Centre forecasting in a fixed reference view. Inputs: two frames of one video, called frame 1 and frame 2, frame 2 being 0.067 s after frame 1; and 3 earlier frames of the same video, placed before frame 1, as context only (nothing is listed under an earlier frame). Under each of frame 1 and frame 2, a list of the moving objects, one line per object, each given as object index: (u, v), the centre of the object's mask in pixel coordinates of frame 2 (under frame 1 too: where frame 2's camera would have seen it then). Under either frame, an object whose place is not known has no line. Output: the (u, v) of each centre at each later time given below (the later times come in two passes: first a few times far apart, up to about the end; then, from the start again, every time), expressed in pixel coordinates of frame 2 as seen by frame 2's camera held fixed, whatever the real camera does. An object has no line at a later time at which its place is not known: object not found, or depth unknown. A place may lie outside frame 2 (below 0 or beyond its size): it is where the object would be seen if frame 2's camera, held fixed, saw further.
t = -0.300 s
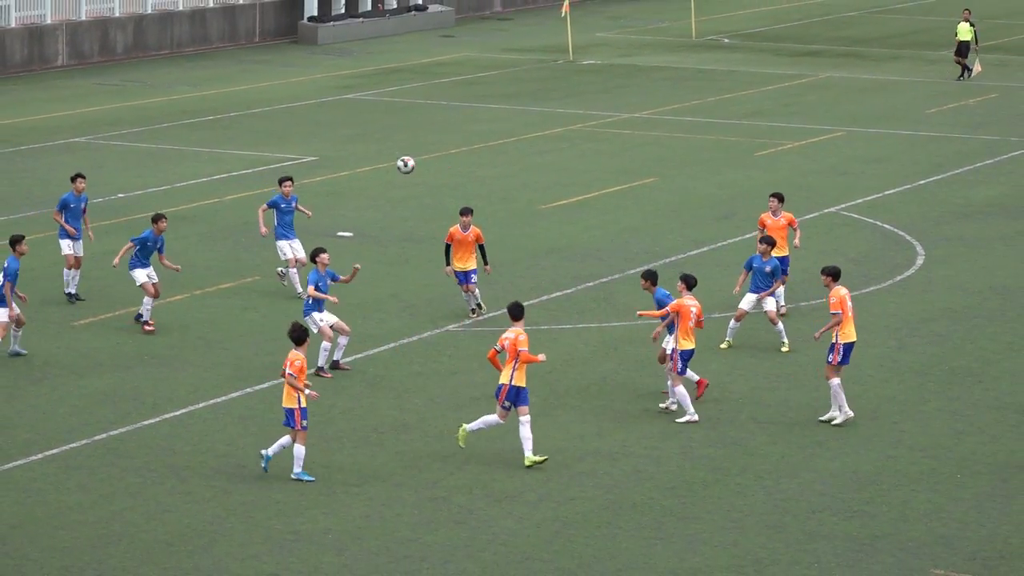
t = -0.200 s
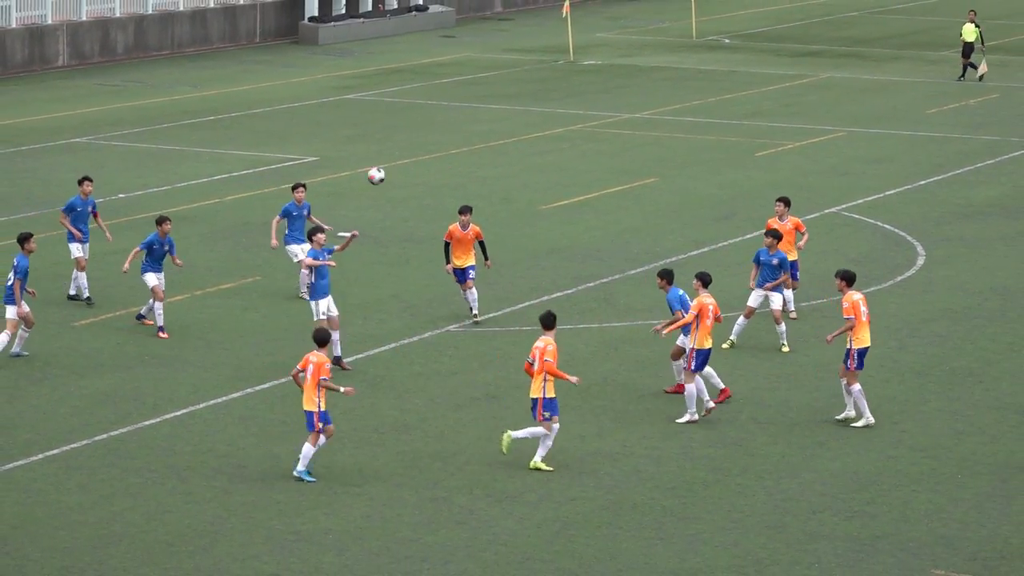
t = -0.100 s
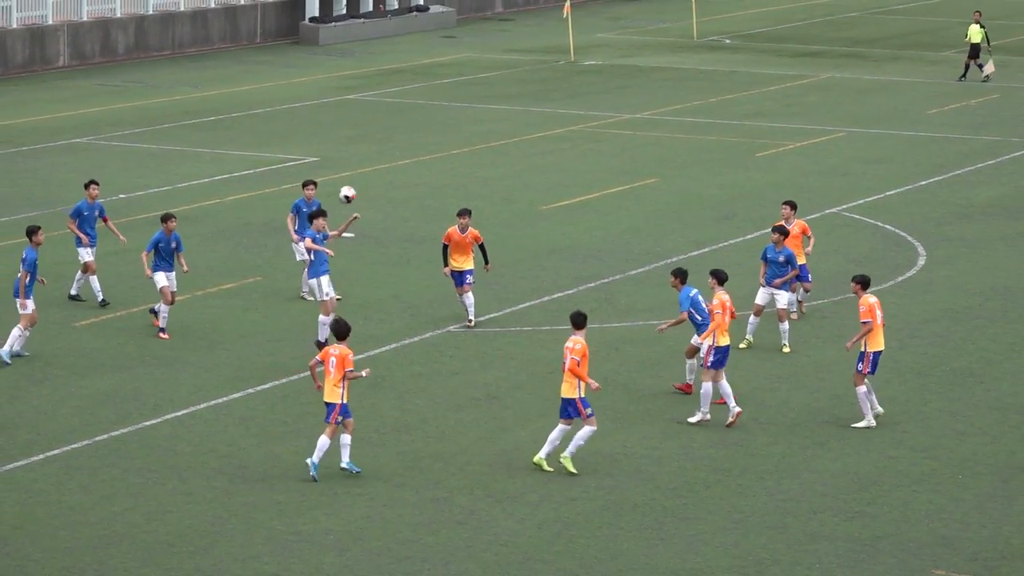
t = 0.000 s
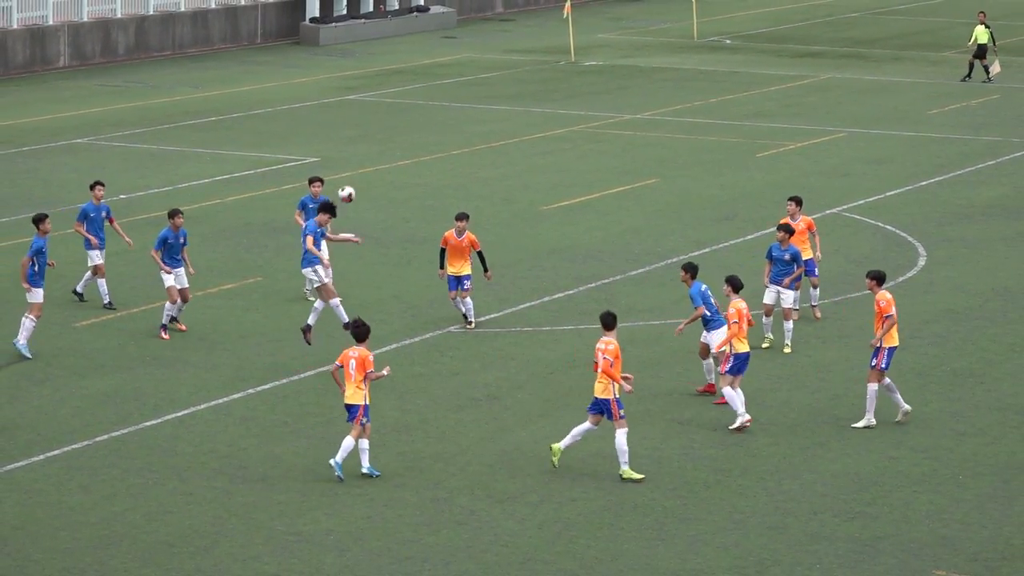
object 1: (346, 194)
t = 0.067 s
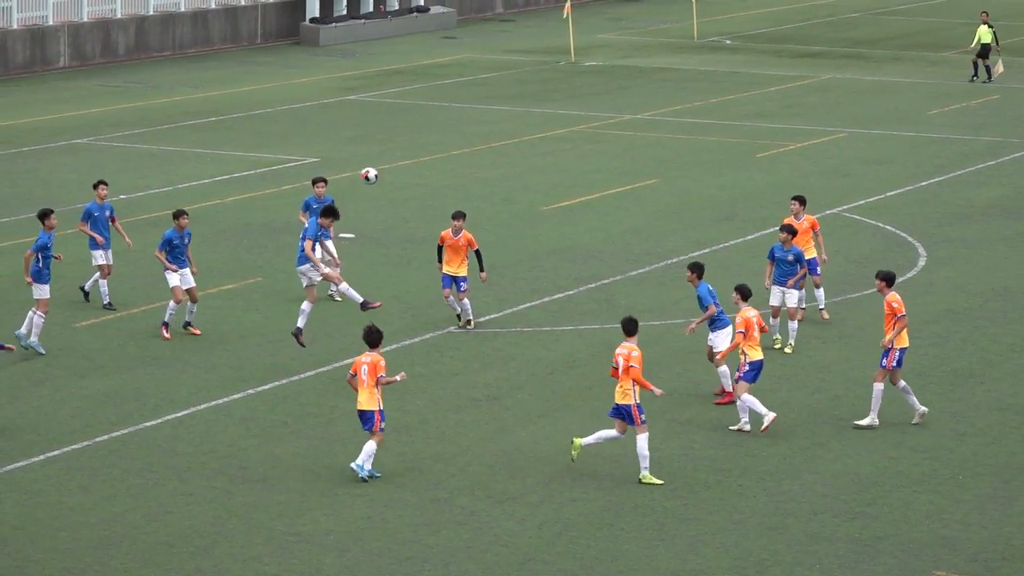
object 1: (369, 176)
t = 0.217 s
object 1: (419, 145)
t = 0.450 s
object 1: (500, 131)
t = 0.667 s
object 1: (573, 159)
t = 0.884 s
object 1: (644, 224)
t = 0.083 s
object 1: (375, 171)
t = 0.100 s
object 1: (380, 168)
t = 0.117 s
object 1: (386, 163)
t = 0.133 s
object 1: (391, 160)
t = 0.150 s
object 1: (398, 157)
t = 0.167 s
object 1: (403, 154)
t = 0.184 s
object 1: (408, 150)
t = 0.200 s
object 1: (414, 148)
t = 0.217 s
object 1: (419, 145)
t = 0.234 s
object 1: (425, 143)
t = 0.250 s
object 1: (431, 141)
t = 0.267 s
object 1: (437, 139)
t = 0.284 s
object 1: (442, 137)
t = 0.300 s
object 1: (448, 135)
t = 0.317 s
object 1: (454, 134)
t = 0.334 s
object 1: (460, 133)
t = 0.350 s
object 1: (465, 132)
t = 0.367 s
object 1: (471, 132)
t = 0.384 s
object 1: (477, 131)
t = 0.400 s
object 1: (483, 131)
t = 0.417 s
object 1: (489, 131)
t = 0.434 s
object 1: (494, 131)
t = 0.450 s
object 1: (500, 131)
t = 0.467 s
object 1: (505, 132)
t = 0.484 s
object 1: (511, 133)
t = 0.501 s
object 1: (517, 134)
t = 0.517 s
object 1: (522, 136)
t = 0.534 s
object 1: (527, 137)
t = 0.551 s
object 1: (533, 139)
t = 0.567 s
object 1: (539, 141)
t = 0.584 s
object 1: (545, 144)
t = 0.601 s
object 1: (550, 146)
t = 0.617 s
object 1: (556, 149)
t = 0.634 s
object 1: (561, 152)
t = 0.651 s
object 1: (567, 155)
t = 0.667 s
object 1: (573, 159)
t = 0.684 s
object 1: (578, 162)
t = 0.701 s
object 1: (583, 166)
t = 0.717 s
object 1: (589, 170)
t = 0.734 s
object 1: (594, 175)
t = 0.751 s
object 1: (600, 179)
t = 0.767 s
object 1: (605, 184)
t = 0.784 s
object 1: (611, 189)
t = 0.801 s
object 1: (617, 195)
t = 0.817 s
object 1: (622, 200)
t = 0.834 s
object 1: (628, 206)
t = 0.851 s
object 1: (633, 212)
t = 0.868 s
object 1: (638, 218)
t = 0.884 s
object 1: (644, 224)
